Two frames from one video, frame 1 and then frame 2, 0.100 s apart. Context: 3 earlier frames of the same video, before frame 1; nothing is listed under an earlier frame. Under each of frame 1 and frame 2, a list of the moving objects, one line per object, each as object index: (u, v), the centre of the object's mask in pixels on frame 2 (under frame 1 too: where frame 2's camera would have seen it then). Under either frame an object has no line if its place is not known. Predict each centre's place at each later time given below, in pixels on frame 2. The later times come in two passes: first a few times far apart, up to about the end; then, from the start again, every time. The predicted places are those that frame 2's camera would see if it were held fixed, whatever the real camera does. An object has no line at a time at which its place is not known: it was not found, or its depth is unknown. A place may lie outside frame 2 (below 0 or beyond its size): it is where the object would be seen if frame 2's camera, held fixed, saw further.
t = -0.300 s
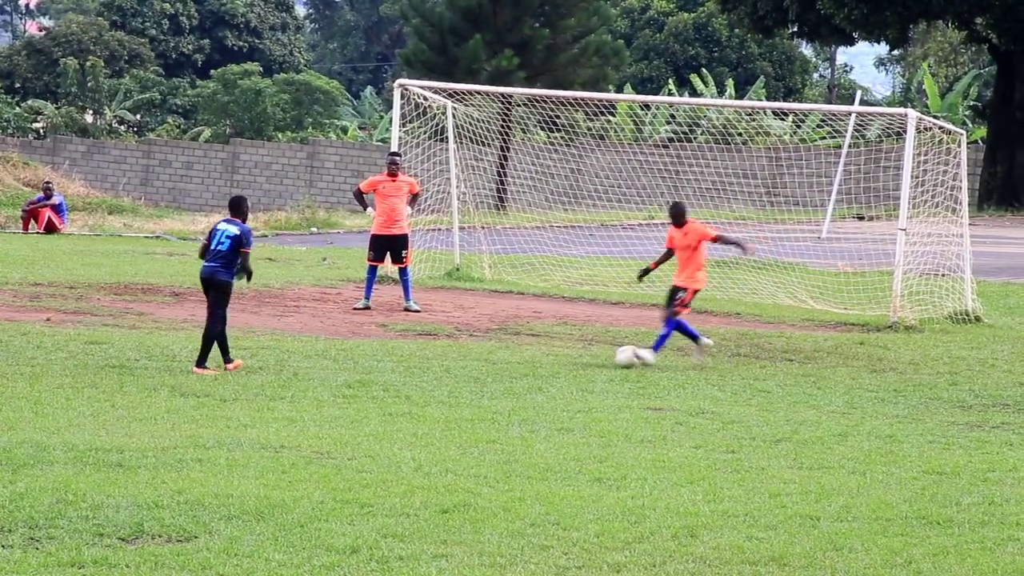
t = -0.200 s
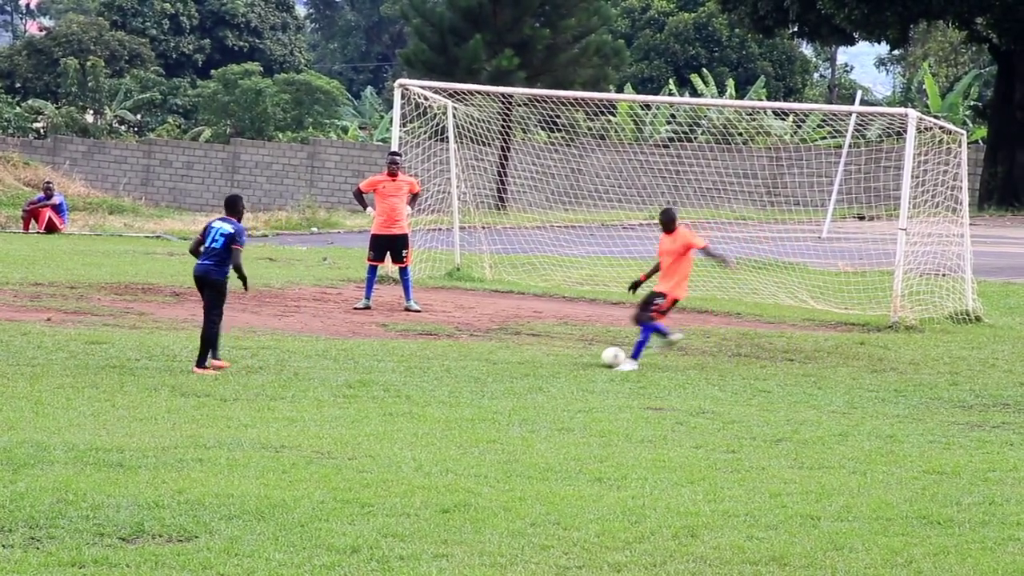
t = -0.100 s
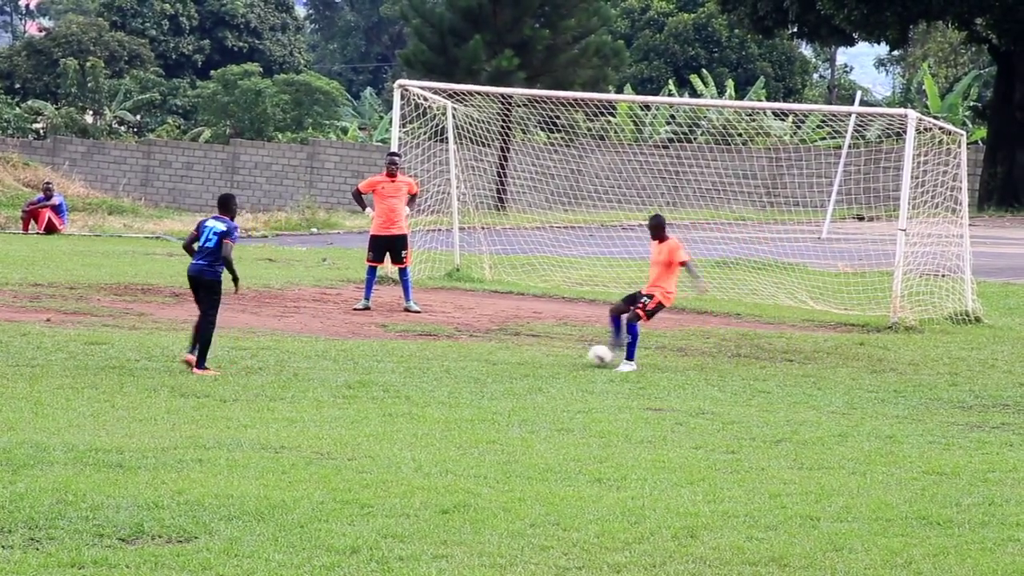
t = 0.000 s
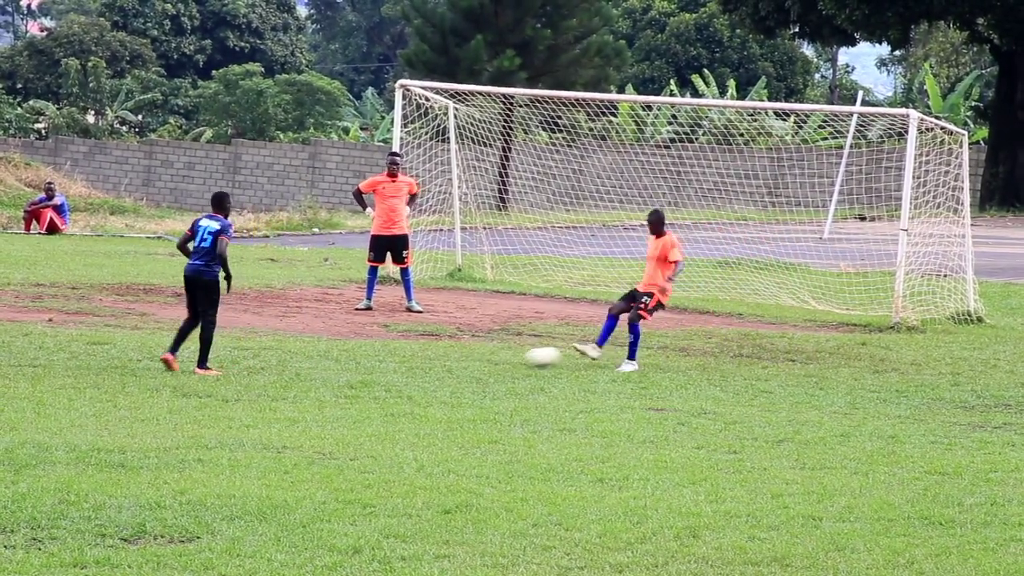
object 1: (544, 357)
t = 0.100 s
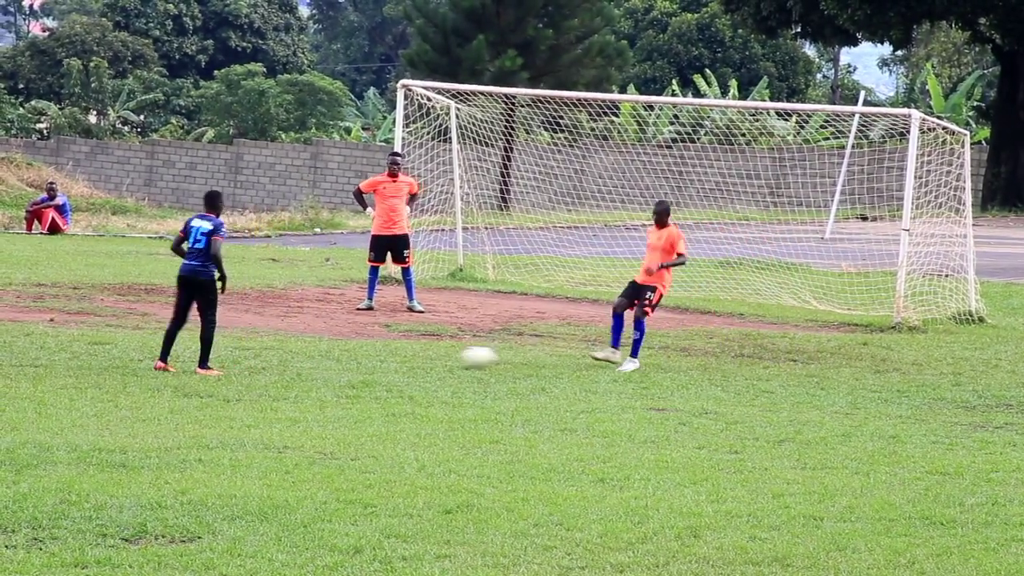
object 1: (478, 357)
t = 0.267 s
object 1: (372, 358)
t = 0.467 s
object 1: (253, 359)
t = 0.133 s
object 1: (457, 357)
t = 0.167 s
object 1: (435, 359)
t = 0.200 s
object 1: (413, 359)
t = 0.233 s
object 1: (392, 358)
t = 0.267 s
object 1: (372, 358)
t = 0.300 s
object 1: (352, 360)
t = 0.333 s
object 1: (331, 360)
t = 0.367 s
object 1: (312, 359)
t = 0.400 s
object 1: (292, 358)
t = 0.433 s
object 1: (273, 359)
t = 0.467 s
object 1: (253, 359)
